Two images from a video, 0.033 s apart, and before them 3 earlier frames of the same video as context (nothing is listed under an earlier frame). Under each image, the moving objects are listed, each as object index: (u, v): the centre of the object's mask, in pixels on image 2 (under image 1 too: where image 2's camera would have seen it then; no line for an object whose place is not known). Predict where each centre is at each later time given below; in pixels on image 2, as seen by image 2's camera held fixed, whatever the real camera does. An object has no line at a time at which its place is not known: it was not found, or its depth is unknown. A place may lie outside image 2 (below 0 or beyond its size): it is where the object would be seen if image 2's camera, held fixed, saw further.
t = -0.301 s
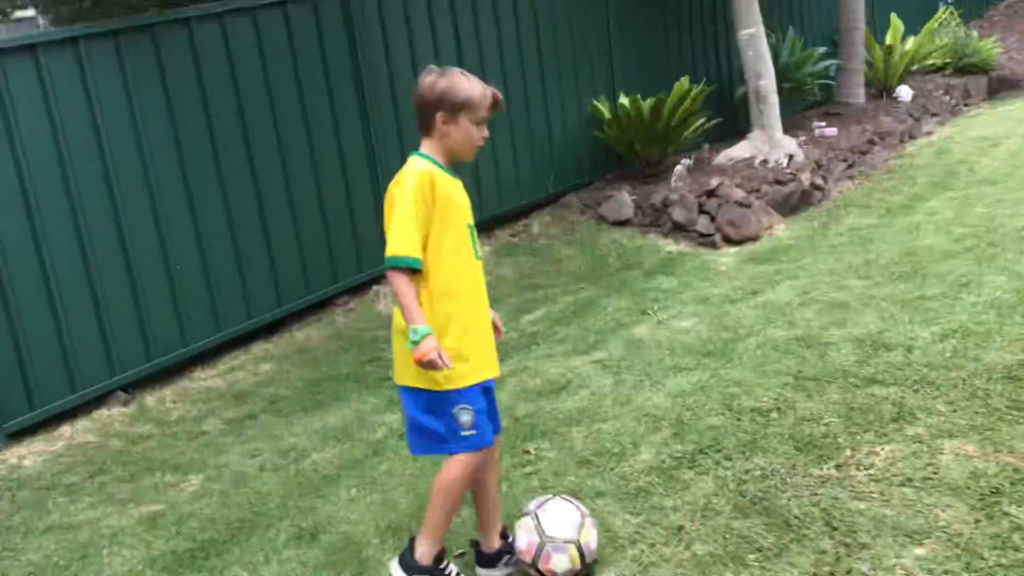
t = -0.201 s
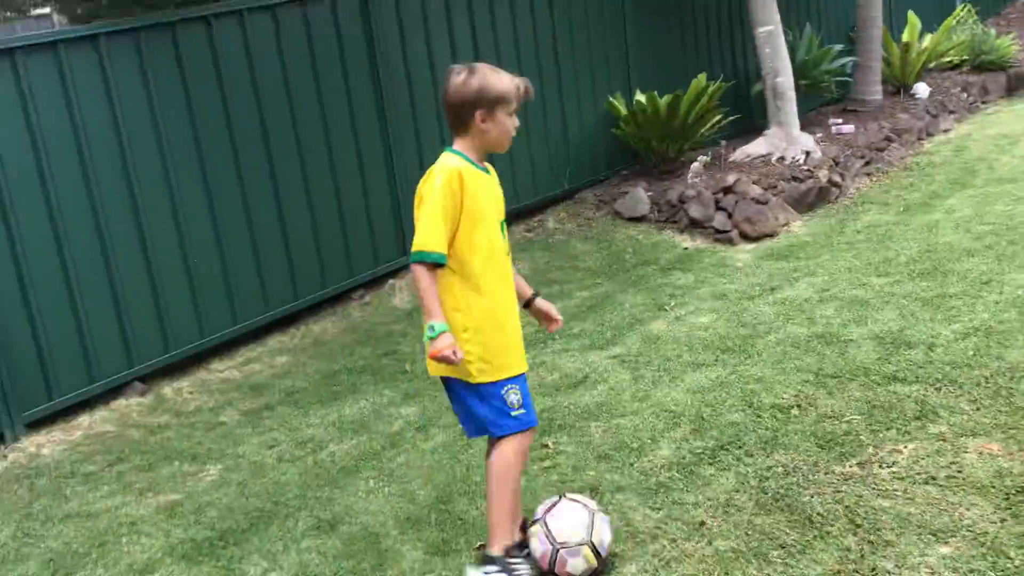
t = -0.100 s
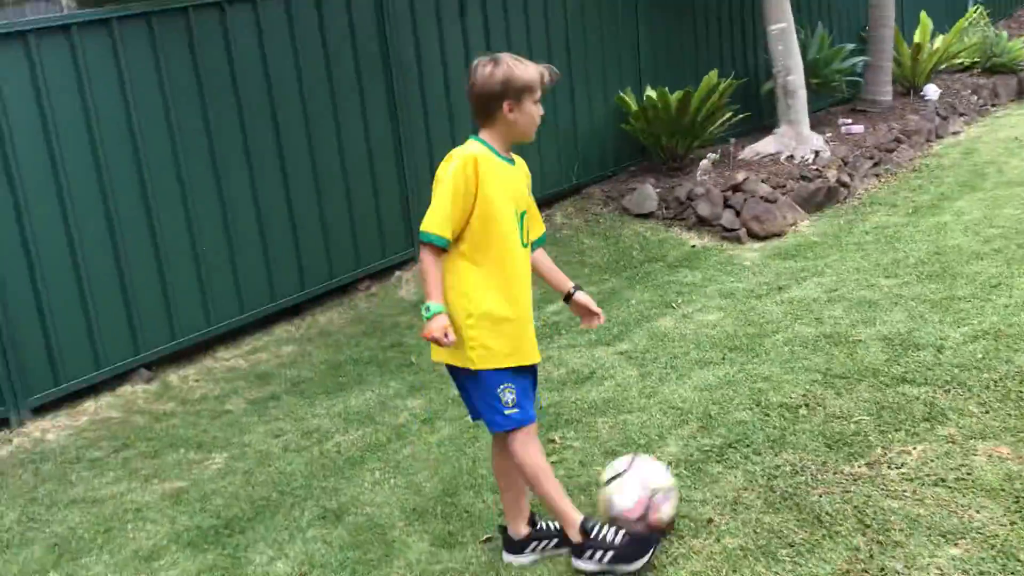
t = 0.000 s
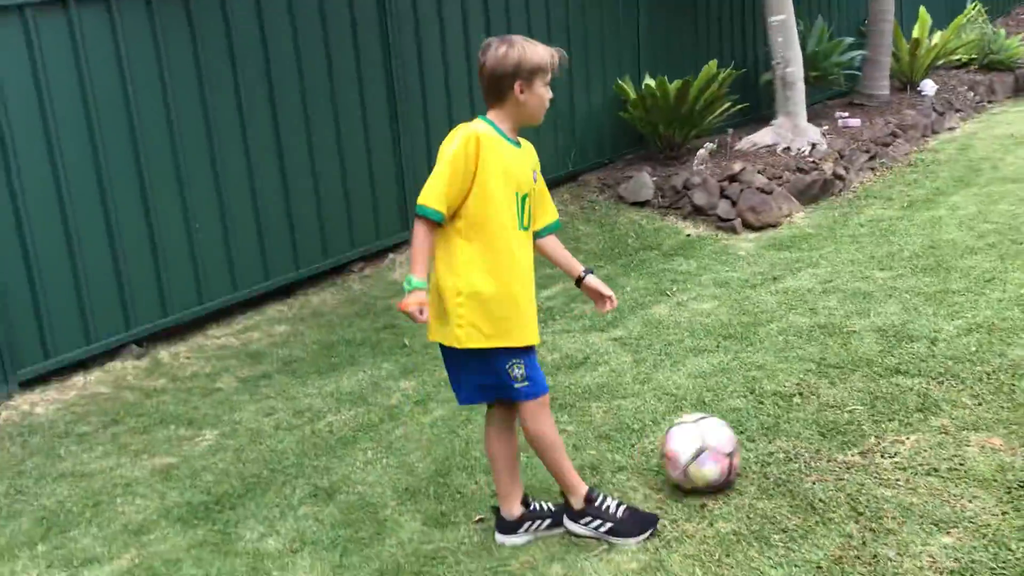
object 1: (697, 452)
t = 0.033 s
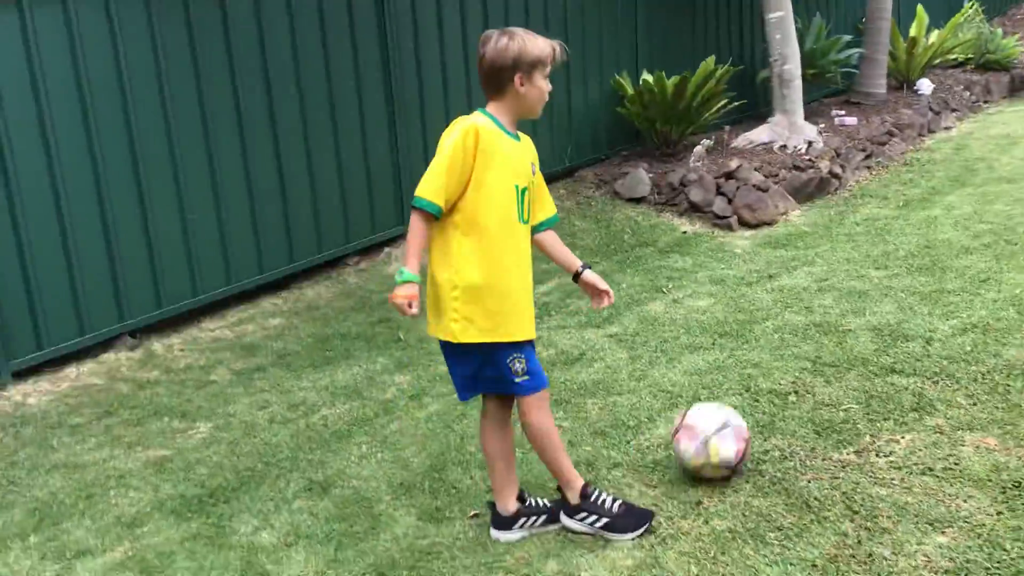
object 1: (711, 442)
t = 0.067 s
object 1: (723, 431)
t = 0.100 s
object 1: (736, 424)
